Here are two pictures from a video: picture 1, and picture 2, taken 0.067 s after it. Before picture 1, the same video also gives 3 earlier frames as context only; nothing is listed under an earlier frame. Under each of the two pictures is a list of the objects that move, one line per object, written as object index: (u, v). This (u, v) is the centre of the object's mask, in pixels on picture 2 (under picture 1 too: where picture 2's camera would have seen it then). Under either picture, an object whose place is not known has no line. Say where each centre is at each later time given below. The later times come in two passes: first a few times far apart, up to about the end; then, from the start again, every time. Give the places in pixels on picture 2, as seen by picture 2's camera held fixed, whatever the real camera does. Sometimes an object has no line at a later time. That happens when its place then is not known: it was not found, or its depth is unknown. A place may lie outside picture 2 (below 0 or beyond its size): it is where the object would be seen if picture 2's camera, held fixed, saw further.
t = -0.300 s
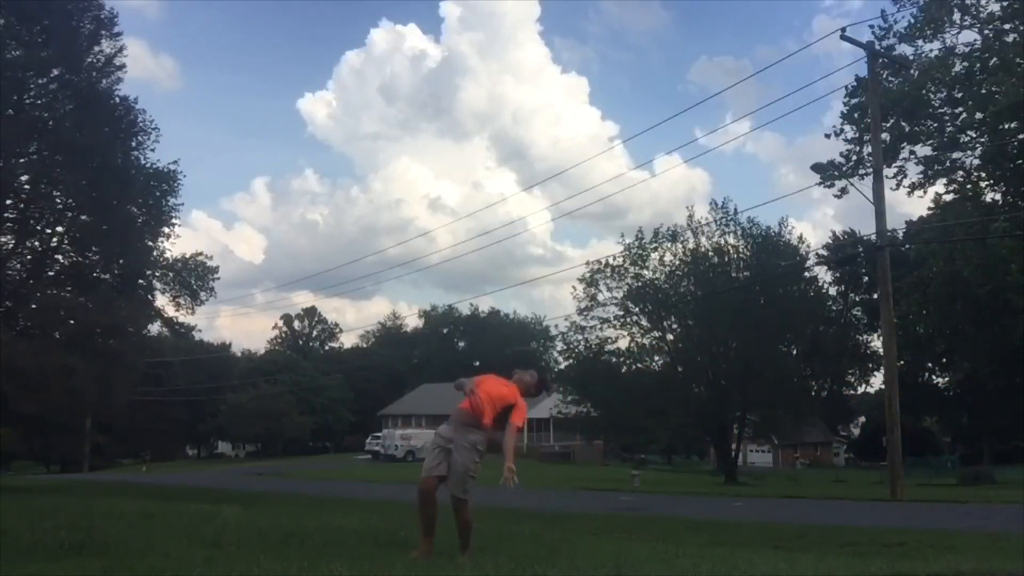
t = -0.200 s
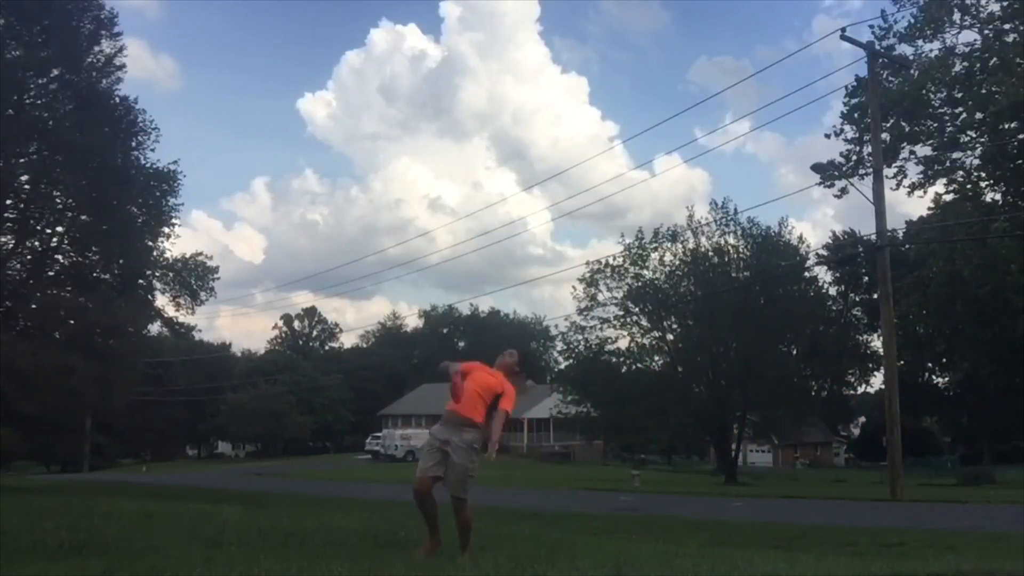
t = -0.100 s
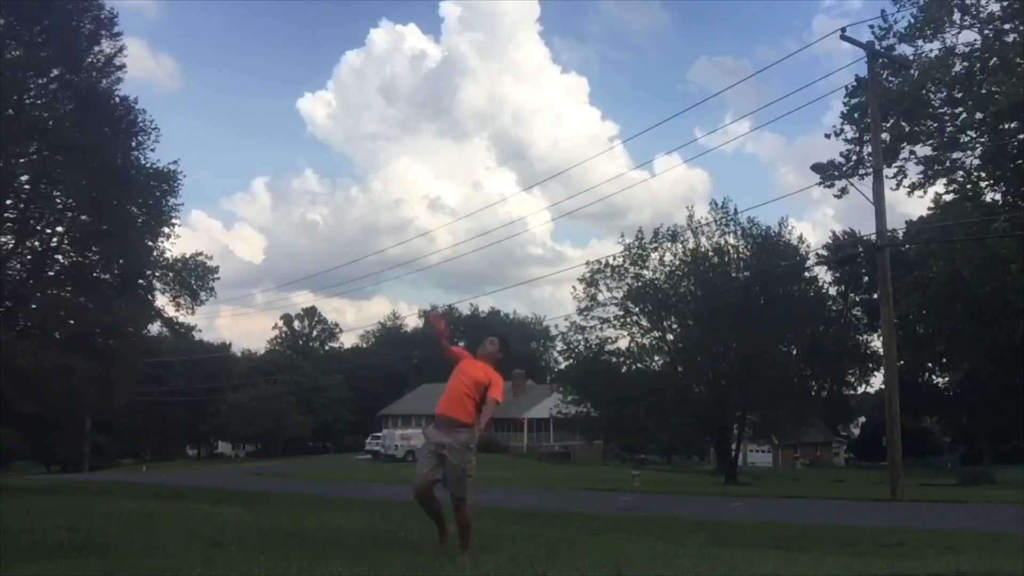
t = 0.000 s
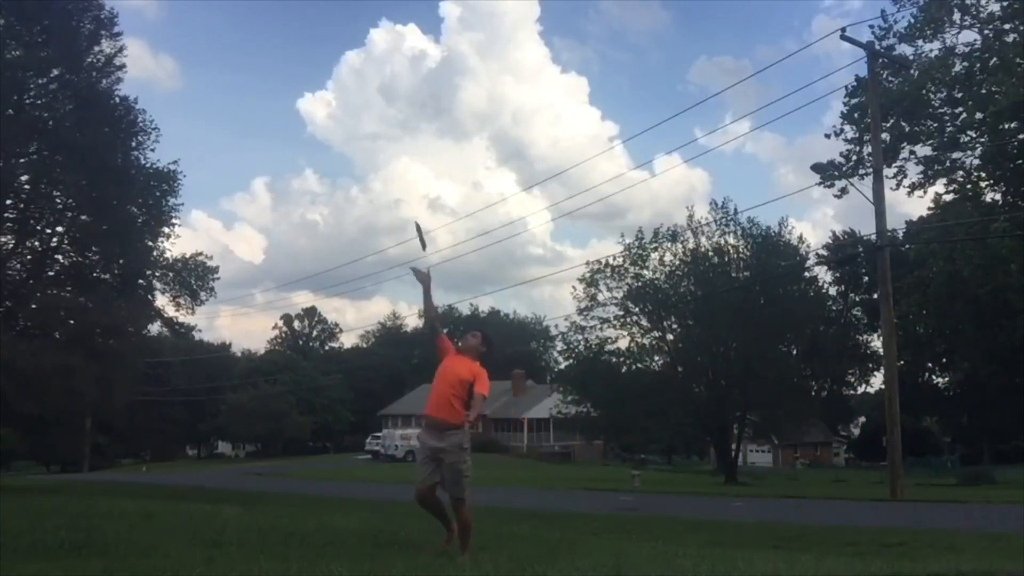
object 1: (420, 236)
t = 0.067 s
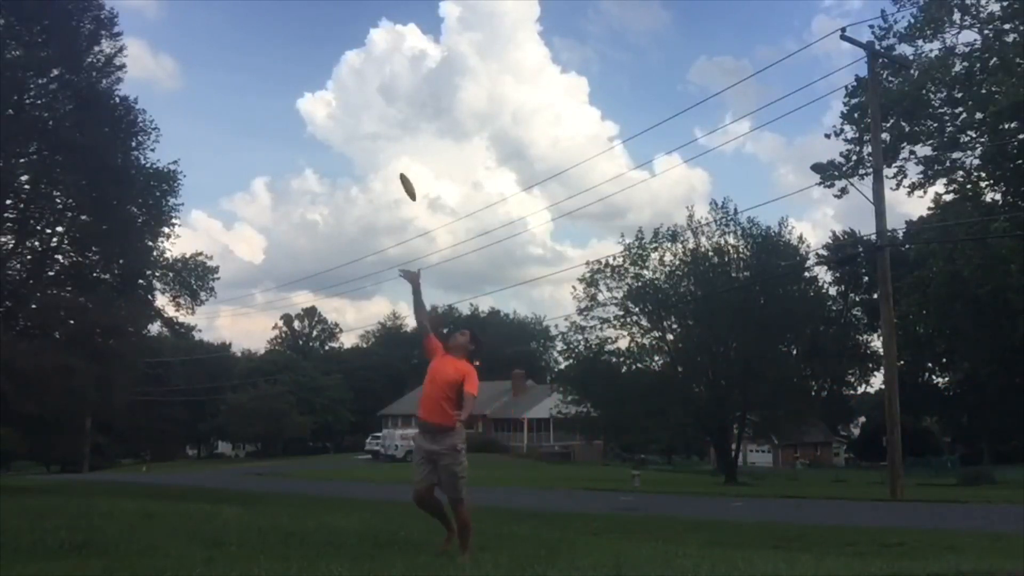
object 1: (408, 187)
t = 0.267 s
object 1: (372, 81)
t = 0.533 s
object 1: (331, 24)
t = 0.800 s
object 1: (300, 56)
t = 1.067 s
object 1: (297, 170)
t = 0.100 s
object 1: (402, 165)
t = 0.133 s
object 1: (396, 145)
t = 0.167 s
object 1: (390, 127)
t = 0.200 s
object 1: (384, 110)
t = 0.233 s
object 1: (378, 95)
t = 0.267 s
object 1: (372, 81)
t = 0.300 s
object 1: (366, 69)
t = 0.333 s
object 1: (360, 58)
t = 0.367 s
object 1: (355, 48)
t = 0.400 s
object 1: (349, 41)
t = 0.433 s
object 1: (345, 35)
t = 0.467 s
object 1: (340, 30)
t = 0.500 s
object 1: (336, 26)
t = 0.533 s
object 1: (331, 24)
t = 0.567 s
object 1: (326, 23)
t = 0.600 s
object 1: (322, 24)
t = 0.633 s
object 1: (318, 26)
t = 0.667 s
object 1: (314, 29)
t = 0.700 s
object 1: (310, 33)
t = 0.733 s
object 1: (306, 39)
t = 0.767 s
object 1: (303, 47)
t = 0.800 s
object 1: (300, 56)
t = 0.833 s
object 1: (297, 66)
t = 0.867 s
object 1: (296, 77)
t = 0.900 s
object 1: (294, 89)
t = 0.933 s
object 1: (292, 103)
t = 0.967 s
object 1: (292, 118)
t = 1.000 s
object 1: (293, 135)
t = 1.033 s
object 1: (294, 151)
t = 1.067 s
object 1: (297, 170)
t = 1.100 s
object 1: (299, 190)
